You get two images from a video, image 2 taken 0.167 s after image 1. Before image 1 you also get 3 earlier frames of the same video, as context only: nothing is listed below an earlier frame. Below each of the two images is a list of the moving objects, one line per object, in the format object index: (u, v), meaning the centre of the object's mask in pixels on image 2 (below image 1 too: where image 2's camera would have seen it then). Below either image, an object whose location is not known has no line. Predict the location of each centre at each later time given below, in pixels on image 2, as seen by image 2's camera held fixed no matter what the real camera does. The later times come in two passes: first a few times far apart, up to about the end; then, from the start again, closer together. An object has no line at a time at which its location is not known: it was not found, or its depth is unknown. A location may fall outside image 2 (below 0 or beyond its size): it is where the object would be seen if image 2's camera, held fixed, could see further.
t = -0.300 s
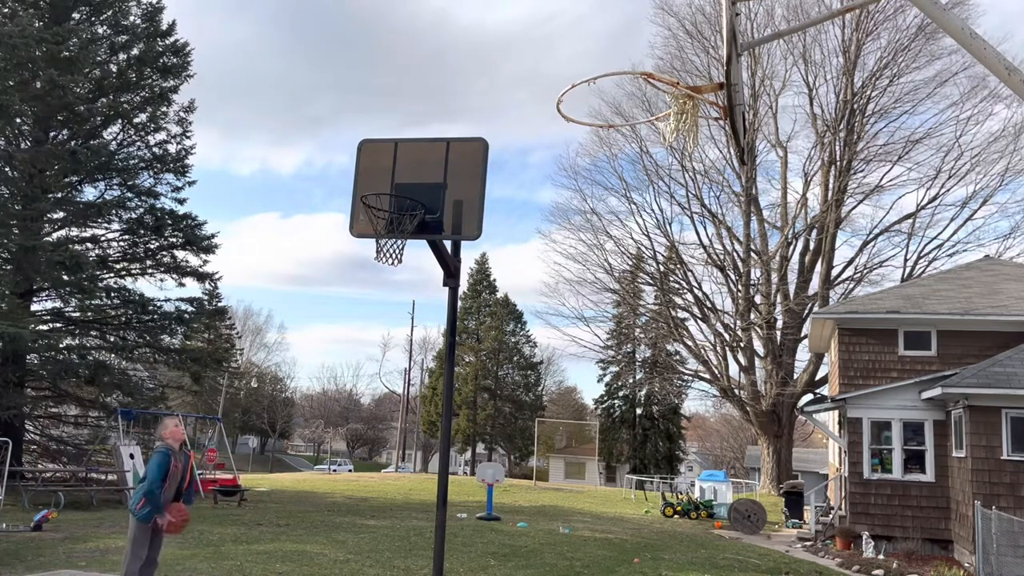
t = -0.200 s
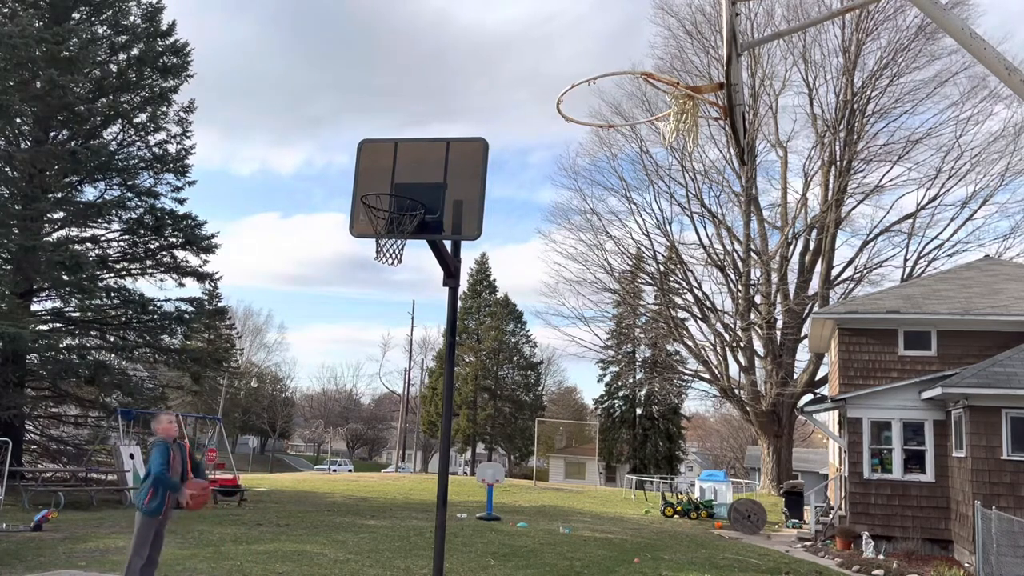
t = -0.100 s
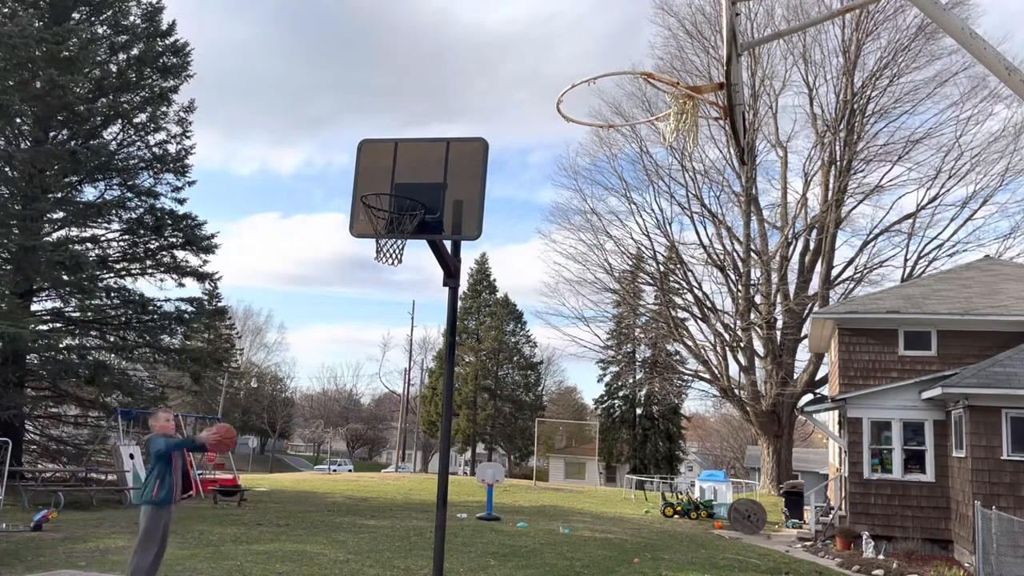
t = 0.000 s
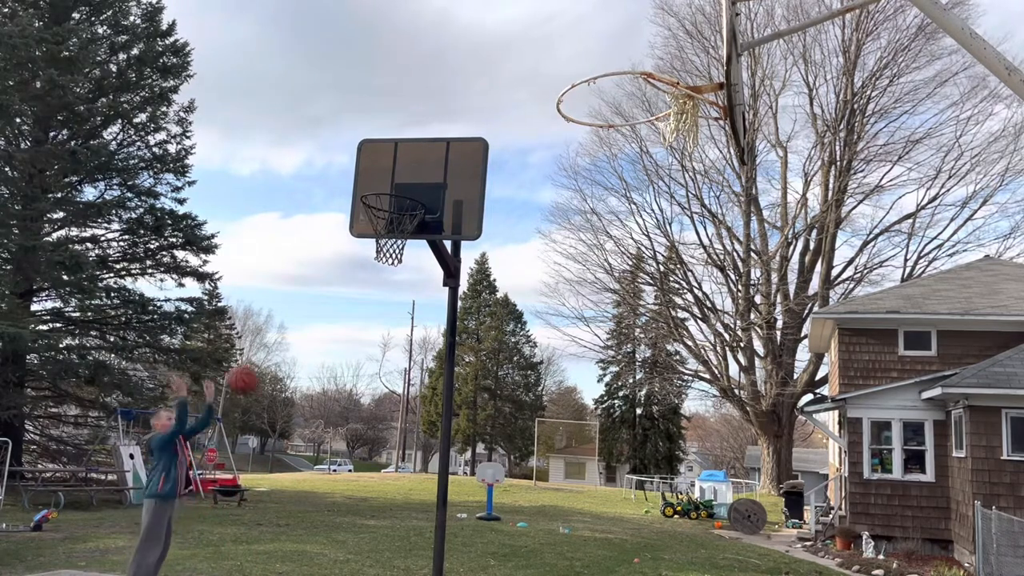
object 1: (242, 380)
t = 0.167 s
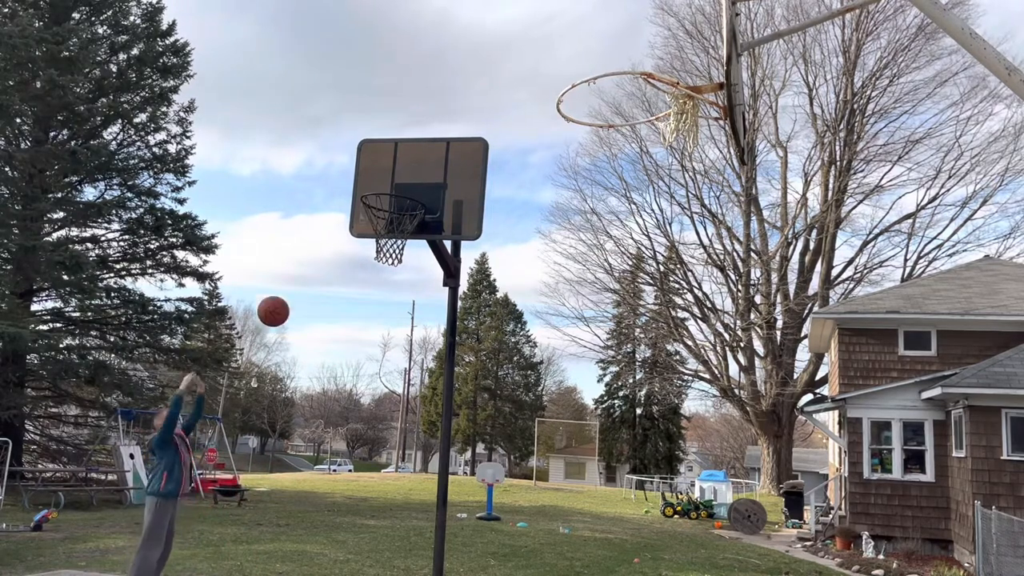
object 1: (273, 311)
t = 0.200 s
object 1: (279, 302)
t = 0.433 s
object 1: (316, 275)
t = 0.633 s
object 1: (344, 307)
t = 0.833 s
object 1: (369, 395)
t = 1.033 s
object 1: (391, 547)
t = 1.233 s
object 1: (399, 542)
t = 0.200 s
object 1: (279, 302)
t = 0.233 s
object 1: (285, 294)
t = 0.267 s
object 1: (290, 287)
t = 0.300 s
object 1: (296, 282)
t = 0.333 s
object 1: (301, 278)
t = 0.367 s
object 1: (306, 275)
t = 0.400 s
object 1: (311, 275)
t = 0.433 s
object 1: (316, 275)
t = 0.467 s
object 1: (321, 277)
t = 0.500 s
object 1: (325, 280)
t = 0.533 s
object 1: (330, 285)
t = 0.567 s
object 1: (335, 291)
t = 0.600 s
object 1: (339, 298)
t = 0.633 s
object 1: (344, 307)
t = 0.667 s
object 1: (348, 318)
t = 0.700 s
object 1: (352, 330)
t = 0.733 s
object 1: (356, 344)
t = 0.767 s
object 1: (360, 359)
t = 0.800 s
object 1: (364, 376)
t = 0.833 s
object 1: (369, 395)
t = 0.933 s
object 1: (380, 462)
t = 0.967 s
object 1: (384, 488)
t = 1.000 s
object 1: (387, 517)
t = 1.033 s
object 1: (391, 547)
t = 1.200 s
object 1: (400, 563)
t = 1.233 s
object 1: (399, 542)
